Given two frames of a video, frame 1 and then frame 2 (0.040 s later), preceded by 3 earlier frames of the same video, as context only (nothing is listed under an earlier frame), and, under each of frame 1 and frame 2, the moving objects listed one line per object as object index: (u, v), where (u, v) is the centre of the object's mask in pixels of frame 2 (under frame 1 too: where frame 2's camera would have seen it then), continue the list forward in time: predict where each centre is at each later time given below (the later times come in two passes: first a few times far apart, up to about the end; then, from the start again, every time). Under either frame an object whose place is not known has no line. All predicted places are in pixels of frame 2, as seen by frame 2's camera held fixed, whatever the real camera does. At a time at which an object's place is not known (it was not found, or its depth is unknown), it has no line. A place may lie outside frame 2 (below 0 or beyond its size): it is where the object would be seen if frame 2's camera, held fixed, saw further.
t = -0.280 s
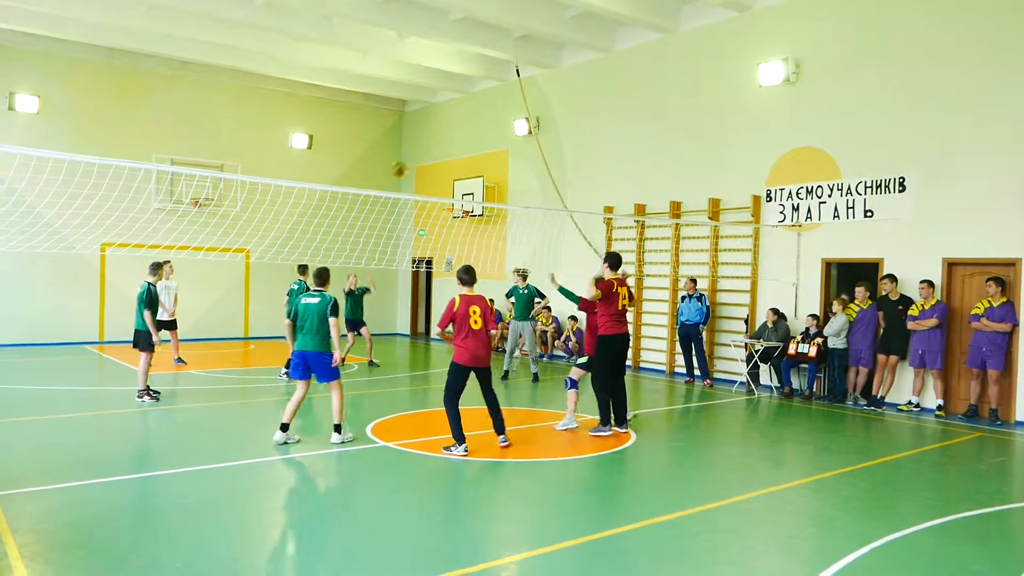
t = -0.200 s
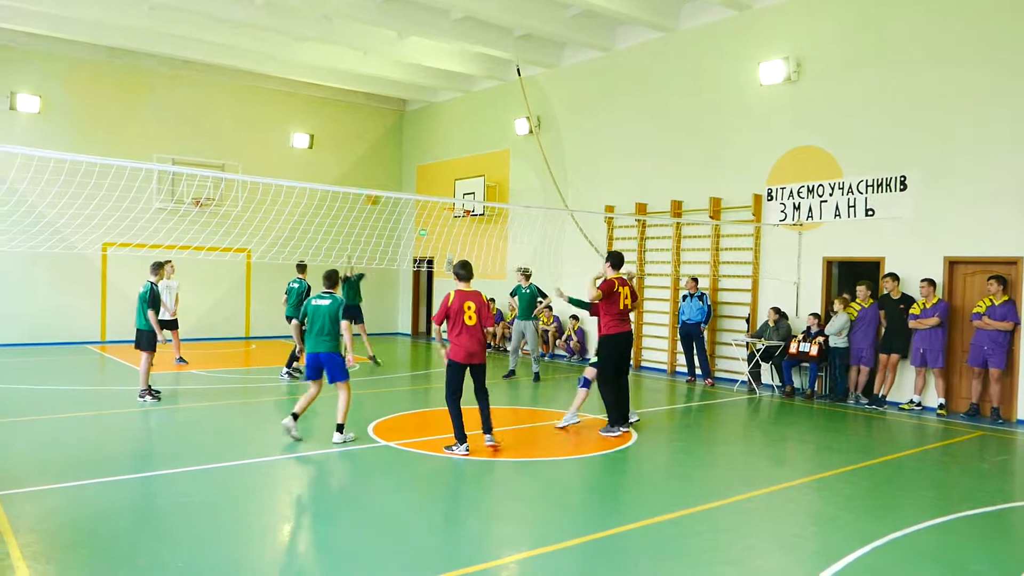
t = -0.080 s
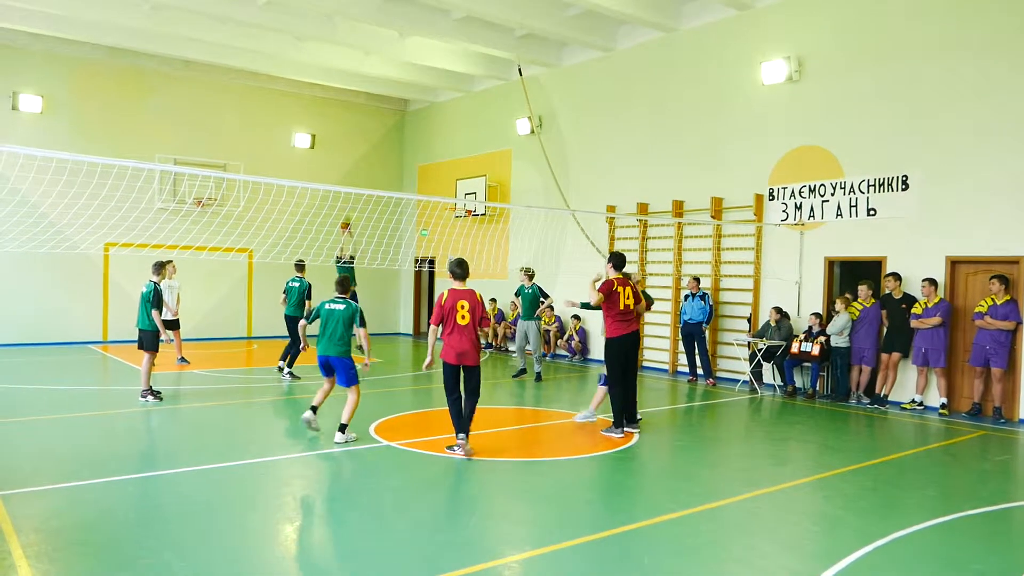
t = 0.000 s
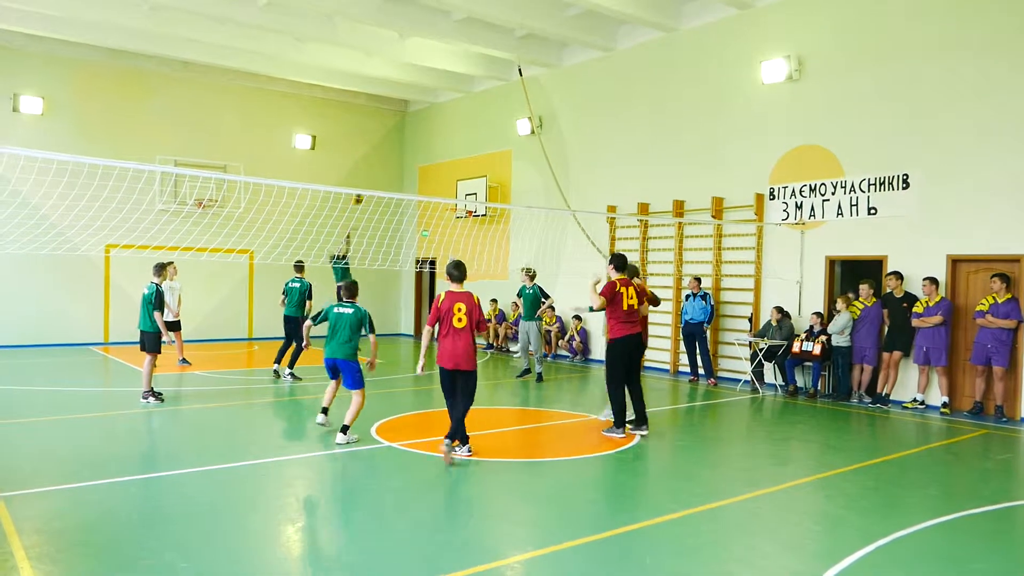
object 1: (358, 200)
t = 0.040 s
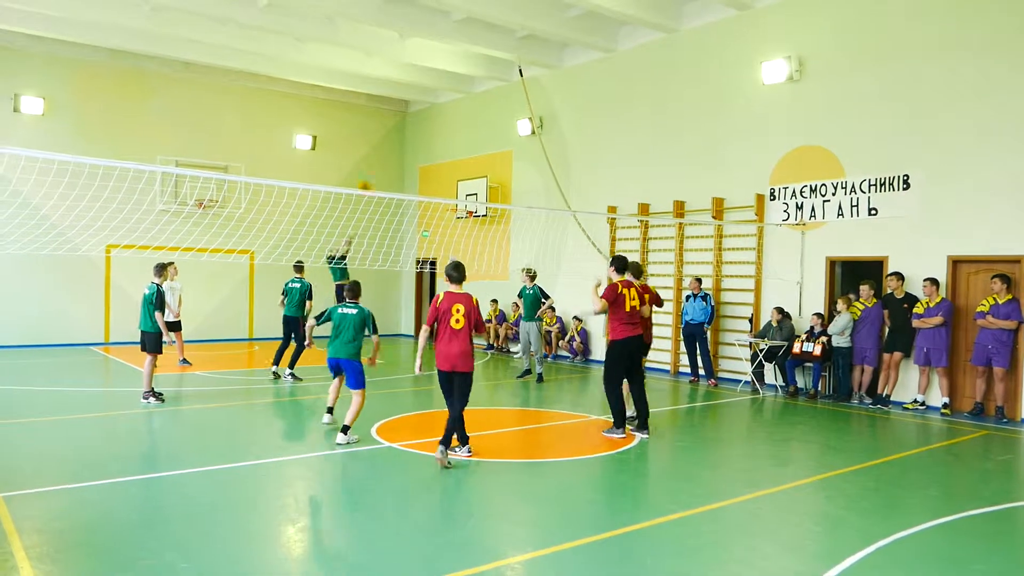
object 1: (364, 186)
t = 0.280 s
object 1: (398, 136)
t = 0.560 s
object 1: (440, 112)
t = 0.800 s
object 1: (479, 130)
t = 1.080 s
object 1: (530, 201)
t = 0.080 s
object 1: (369, 177)
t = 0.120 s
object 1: (375, 167)
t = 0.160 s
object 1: (380, 158)
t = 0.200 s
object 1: (387, 150)
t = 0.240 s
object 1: (392, 142)
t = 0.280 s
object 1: (398, 136)
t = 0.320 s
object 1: (404, 129)
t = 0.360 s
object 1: (410, 124)
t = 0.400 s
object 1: (415, 119)
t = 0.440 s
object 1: (422, 116)
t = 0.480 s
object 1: (428, 114)
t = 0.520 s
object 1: (434, 112)
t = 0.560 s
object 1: (440, 112)
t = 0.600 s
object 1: (446, 112)
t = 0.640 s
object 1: (453, 114)
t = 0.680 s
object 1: (459, 117)
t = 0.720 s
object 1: (466, 120)
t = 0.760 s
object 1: (473, 125)
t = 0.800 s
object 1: (479, 130)
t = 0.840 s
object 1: (486, 137)
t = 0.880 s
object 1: (493, 145)
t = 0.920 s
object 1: (501, 154)
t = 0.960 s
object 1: (507, 164)
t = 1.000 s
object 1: (515, 176)
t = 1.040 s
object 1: (522, 188)
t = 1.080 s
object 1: (530, 201)
